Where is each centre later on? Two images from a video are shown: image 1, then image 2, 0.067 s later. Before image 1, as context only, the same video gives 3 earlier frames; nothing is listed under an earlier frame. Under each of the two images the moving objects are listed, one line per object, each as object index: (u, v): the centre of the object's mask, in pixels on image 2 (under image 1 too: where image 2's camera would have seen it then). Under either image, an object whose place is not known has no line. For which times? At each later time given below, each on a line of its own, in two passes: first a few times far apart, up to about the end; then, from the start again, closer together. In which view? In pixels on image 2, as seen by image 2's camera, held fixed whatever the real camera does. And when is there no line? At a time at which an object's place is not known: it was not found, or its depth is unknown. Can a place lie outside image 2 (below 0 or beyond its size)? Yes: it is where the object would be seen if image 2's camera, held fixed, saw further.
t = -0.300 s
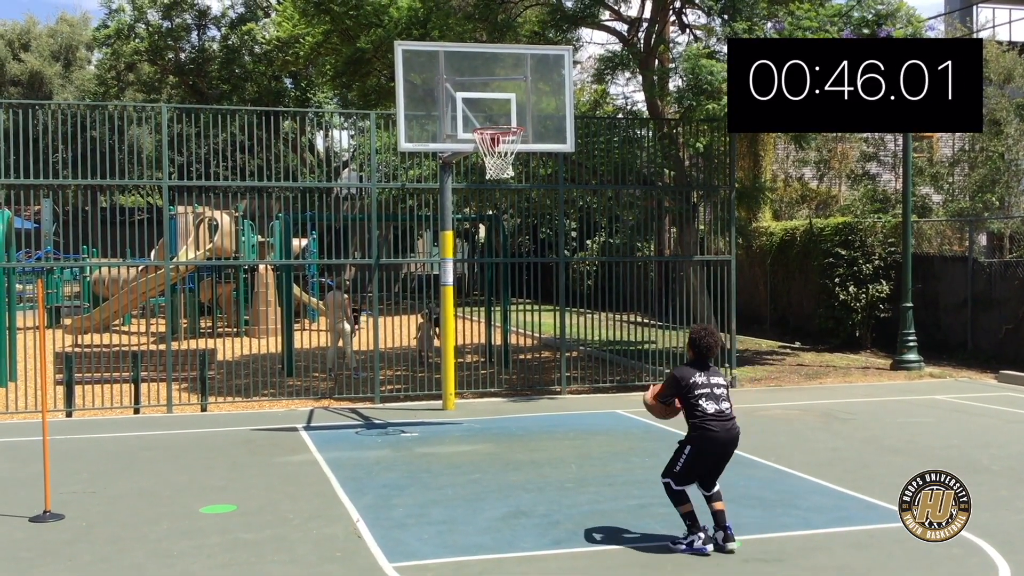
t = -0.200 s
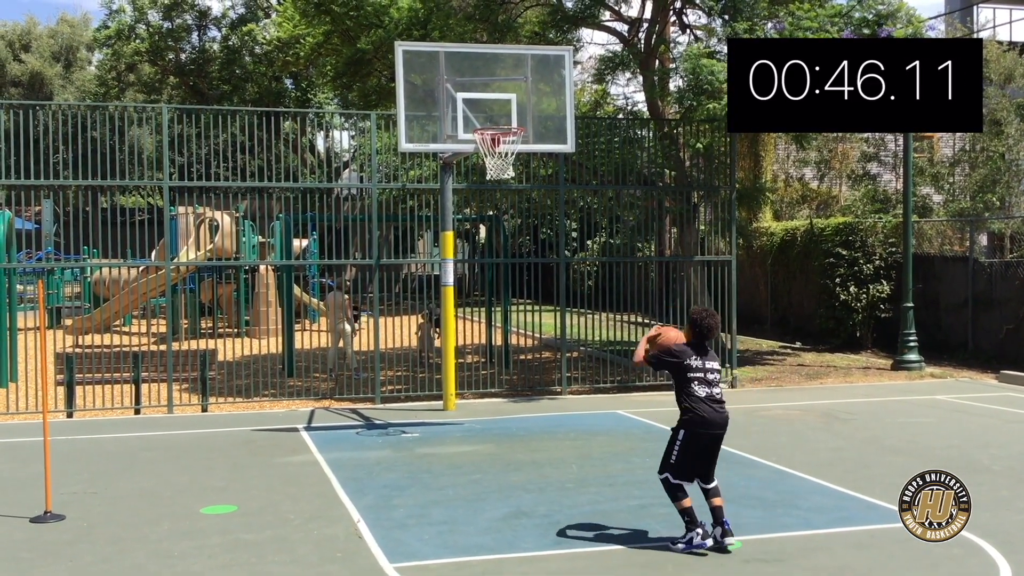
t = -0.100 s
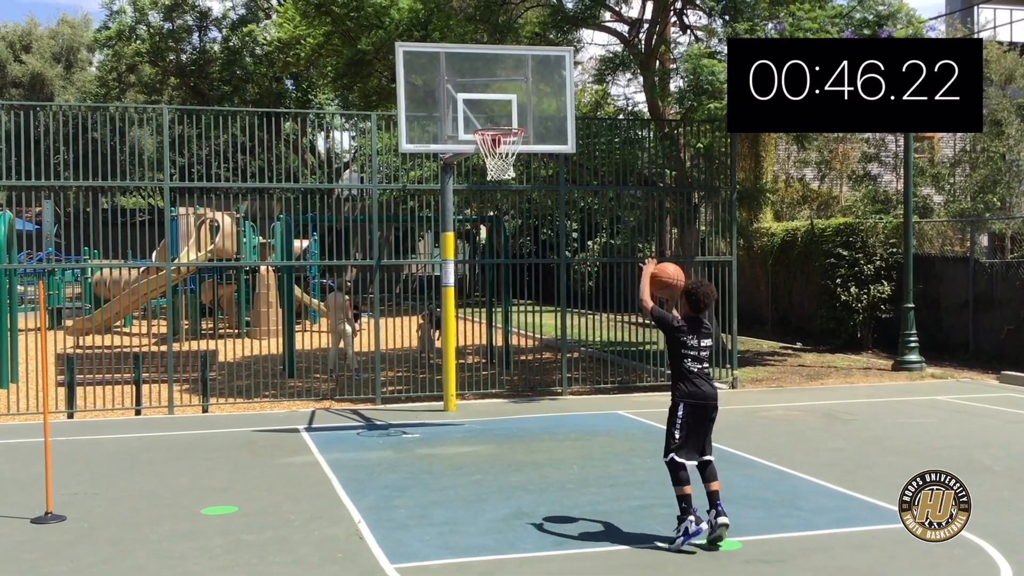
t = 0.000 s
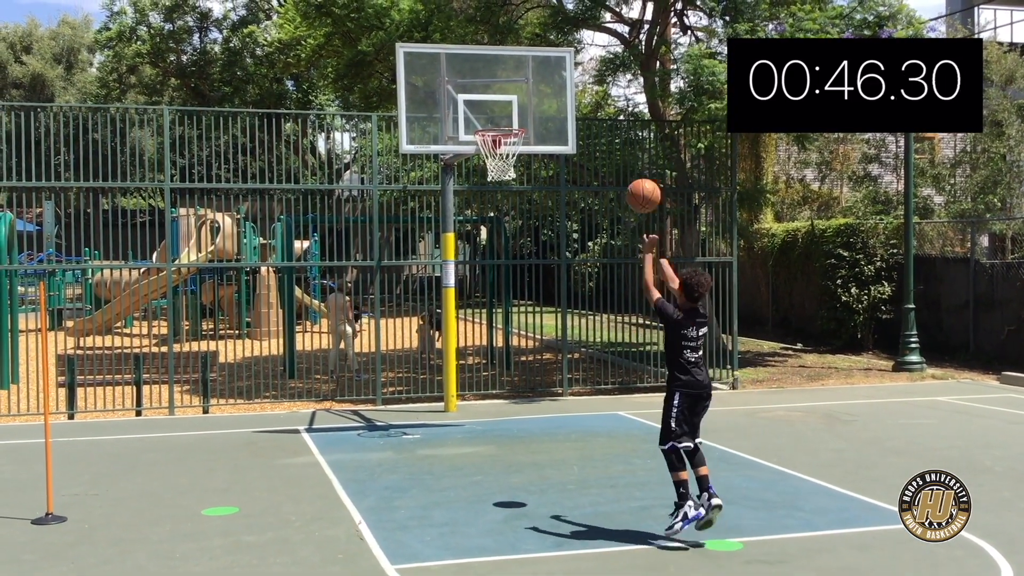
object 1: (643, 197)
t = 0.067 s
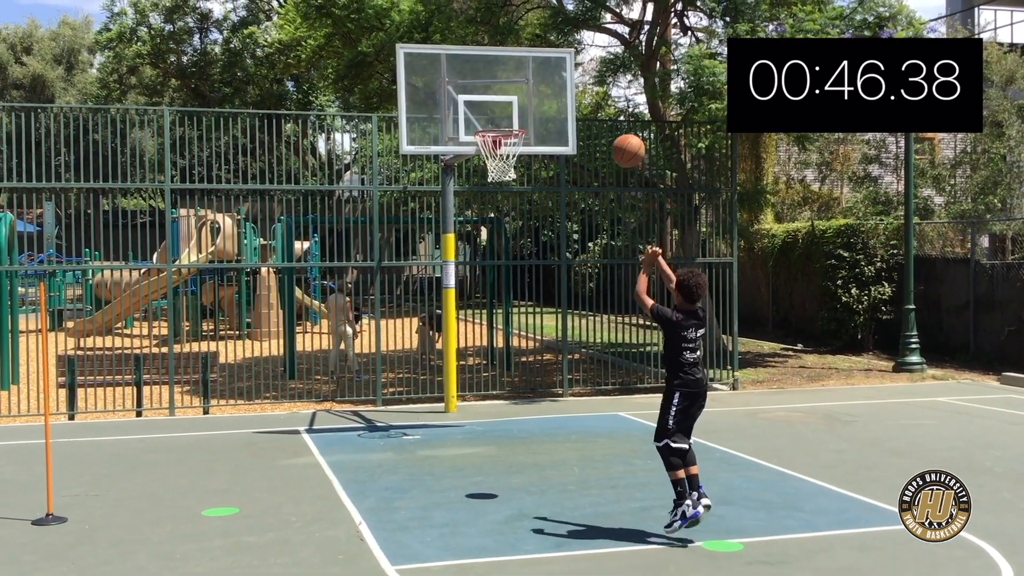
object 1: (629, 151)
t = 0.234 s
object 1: (593, 74)
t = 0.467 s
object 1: (553, 37)
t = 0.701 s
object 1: (520, 66)
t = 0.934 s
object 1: (497, 115)
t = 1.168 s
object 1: (502, 67)
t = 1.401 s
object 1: (507, 75)
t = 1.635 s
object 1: (513, 155)
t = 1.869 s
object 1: (520, 325)
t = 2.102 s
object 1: (525, 449)
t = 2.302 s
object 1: (526, 310)
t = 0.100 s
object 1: (621, 131)
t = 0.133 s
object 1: (614, 114)
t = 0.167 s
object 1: (607, 99)
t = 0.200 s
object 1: (599, 85)
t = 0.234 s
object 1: (593, 74)
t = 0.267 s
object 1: (587, 64)
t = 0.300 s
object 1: (580, 55)
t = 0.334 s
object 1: (574, 48)
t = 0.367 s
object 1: (569, 43)
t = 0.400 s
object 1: (563, 40)
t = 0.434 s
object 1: (558, 37)
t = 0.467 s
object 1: (553, 37)
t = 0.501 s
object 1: (547, 37)
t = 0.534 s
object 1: (543, 39)
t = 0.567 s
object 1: (538, 42)
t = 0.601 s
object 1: (533, 46)
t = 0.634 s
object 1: (528, 52)
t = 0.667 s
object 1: (524, 58)
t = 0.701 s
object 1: (520, 66)
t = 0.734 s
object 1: (515, 74)
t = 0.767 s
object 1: (511, 83)
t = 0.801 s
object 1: (507, 94)
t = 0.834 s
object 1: (504, 105)
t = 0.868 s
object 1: (500, 117)
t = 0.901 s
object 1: (497, 123)
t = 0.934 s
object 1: (497, 115)
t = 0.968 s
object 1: (498, 106)
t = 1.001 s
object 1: (499, 97)
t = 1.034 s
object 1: (500, 89)
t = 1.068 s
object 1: (500, 82)
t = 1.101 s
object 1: (501, 76)
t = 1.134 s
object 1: (501, 71)
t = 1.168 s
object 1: (502, 67)
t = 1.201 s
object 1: (503, 65)
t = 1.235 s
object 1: (503, 64)
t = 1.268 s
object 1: (504, 63)
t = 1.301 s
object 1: (505, 64)
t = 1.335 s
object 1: (506, 67)
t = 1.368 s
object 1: (506, 70)
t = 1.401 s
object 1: (507, 75)
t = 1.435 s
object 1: (508, 82)
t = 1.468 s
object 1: (508, 90)
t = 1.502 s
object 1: (509, 100)
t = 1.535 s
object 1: (510, 111)
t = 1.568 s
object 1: (511, 124)
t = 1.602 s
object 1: (512, 138)
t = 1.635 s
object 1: (513, 155)
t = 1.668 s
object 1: (514, 173)
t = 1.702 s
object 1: (515, 193)
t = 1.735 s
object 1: (515, 215)
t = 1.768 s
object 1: (516, 239)
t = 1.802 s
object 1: (517, 266)
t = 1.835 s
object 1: (518, 294)
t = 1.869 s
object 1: (520, 325)
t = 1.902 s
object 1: (520, 359)
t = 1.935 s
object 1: (521, 394)
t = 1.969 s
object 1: (523, 432)
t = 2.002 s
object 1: (524, 473)
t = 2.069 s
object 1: (525, 476)
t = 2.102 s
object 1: (525, 449)
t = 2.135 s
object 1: (526, 422)
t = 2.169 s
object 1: (526, 398)
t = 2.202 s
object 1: (526, 374)
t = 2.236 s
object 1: (526, 352)
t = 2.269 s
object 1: (527, 331)
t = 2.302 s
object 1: (526, 310)
